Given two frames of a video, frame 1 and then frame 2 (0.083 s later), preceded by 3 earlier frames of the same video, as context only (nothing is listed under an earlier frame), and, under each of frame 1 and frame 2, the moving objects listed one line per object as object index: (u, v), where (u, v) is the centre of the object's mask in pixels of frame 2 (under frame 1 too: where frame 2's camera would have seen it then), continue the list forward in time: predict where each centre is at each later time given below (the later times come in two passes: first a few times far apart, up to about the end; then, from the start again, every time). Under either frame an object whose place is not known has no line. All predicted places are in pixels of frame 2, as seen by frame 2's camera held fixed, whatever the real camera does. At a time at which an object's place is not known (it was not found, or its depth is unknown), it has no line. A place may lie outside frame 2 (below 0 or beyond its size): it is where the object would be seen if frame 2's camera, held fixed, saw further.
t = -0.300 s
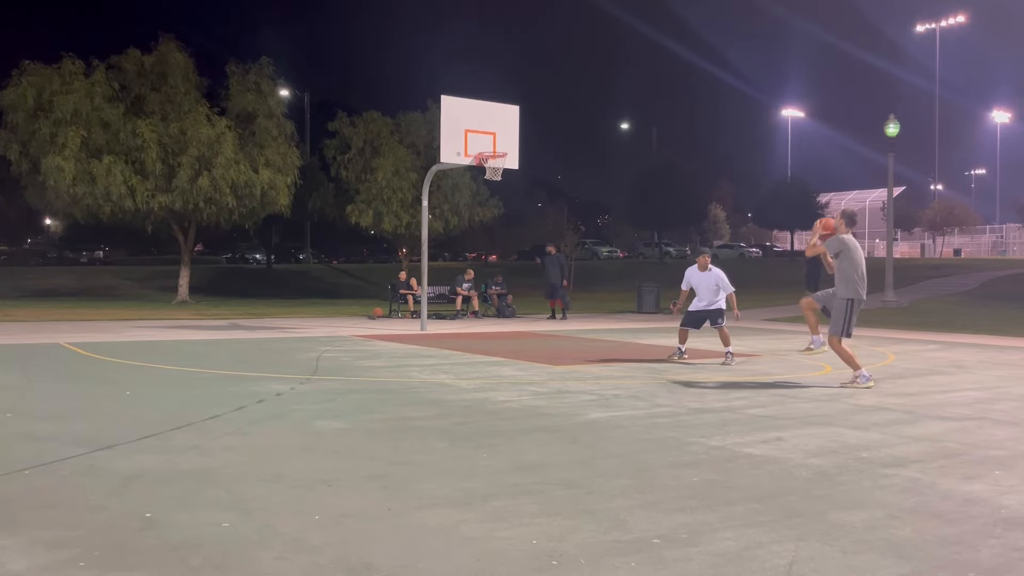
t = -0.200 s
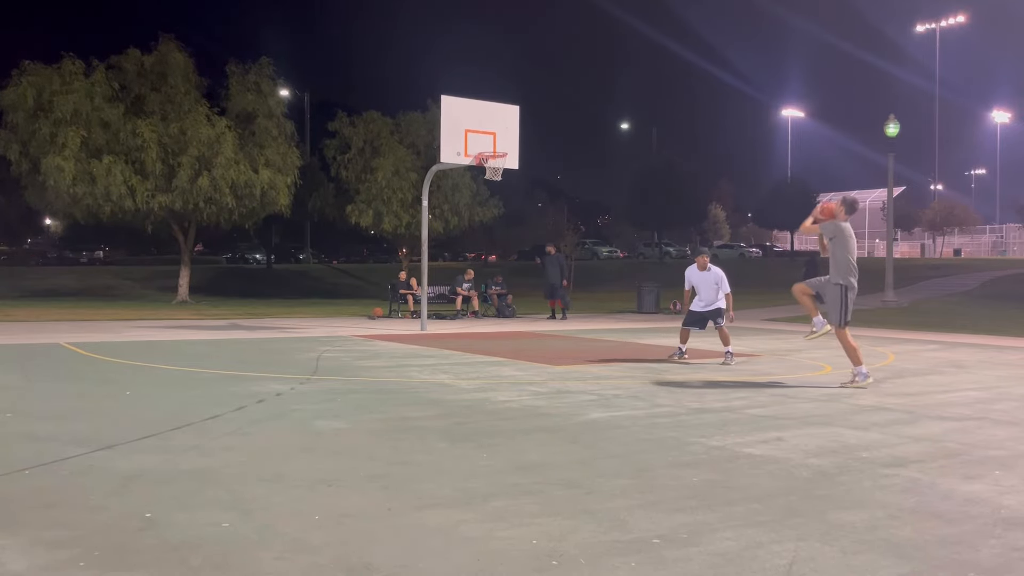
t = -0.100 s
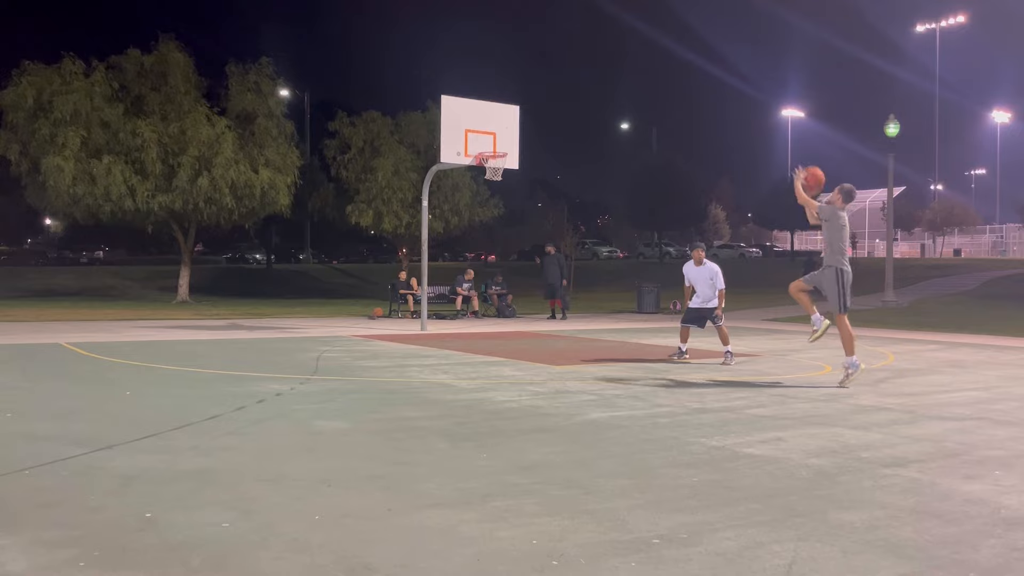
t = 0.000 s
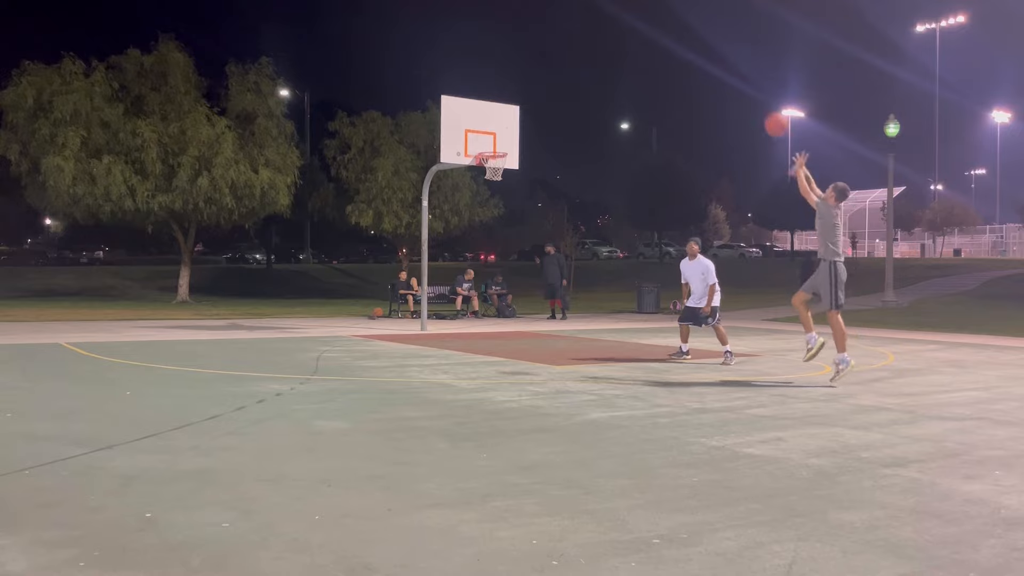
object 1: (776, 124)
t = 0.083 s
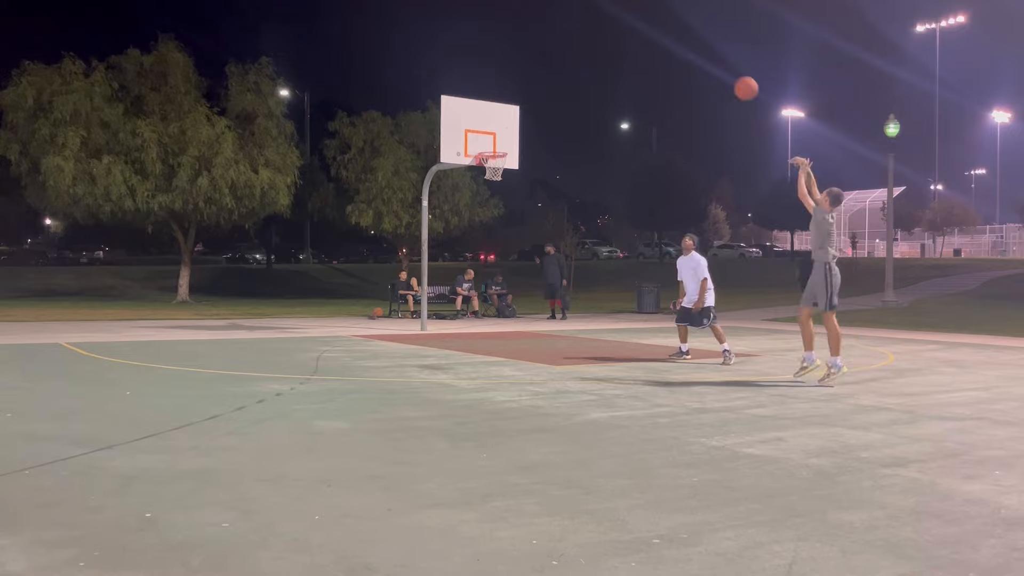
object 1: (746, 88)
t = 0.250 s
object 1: (691, 41)
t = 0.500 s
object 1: (623, 20)
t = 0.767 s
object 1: (565, 48)
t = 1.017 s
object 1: (520, 110)
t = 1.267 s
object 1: (493, 140)
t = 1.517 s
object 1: (500, 140)
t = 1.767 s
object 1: (508, 146)
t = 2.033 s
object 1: (526, 153)
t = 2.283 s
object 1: (545, 199)
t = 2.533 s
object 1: (564, 286)
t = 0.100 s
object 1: (740, 82)
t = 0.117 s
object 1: (734, 77)
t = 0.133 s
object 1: (729, 71)
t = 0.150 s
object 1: (723, 66)
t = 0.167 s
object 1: (718, 61)
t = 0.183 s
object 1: (712, 56)
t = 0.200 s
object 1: (707, 52)
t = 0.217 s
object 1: (702, 48)
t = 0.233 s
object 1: (697, 45)
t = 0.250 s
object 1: (691, 41)
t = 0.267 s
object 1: (687, 38)
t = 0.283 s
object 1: (681, 35)
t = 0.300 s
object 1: (677, 33)
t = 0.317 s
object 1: (672, 30)
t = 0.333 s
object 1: (667, 28)
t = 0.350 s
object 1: (662, 27)
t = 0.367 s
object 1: (658, 25)
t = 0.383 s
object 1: (653, 23)
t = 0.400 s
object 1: (649, 22)
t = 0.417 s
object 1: (644, 21)
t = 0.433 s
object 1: (640, 21)
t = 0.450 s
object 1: (636, 20)
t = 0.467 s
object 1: (631, 20)
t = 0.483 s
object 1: (627, 20)
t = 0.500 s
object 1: (623, 20)
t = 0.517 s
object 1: (619, 20)
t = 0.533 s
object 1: (615, 21)
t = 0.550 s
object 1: (611, 22)
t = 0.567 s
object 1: (608, 23)
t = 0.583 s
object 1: (604, 24)
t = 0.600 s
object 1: (600, 25)
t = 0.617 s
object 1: (596, 27)
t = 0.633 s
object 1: (593, 28)
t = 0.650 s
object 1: (589, 30)
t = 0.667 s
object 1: (585, 32)
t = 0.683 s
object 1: (582, 35)
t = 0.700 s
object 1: (579, 37)
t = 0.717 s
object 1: (575, 39)
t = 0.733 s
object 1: (572, 42)
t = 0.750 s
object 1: (568, 45)
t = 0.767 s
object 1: (565, 48)
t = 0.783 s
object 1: (562, 51)
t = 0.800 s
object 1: (559, 55)
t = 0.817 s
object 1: (556, 58)
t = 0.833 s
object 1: (552, 62)
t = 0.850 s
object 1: (549, 65)
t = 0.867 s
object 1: (546, 69)
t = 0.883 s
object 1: (543, 73)
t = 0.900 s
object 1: (540, 78)
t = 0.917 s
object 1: (537, 82)
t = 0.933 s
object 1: (534, 86)
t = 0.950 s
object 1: (531, 91)
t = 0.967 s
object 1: (528, 96)
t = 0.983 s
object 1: (525, 100)
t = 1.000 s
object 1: (523, 105)
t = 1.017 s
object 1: (520, 110)
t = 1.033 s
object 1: (518, 115)
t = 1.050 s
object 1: (515, 120)
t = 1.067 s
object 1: (512, 126)
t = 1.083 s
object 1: (509, 131)
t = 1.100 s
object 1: (506, 136)
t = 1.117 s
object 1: (504, 142)
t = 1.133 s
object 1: (502, 147)
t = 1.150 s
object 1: (501, 146)
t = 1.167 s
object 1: (500, 145)
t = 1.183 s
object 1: (499, 143)
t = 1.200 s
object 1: (498, 142)
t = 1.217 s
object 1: (497, 141)
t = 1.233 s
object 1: (496, 141)
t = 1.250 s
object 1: (494, 140)
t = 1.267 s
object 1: (493, 140)
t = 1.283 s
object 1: (492, 140)
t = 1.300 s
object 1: (491, 140)
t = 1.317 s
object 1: (490, 140)
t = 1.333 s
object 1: (489, 140)
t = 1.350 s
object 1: (489, 140)
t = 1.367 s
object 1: (489, 140)
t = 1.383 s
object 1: (490, 139)
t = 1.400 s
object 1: (492, 139)
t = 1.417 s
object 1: (493, 138)
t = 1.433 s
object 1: (494, 138)
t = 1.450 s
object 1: (495, 138)
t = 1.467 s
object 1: (497, 138)
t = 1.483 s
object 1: (498, 139)
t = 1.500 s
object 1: (499, 139)
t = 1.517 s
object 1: (500, 140)
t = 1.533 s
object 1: (501, 141)
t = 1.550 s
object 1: (503, 142)
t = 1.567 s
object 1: (504, 143)
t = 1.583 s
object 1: (505, 144)
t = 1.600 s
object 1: (505, 145)
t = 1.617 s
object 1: (506, 145)
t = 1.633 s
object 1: (506, 144)
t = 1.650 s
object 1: (506, 144)
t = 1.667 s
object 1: (507, 143)
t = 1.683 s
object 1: (507, 143)
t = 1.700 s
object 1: (507, 144)
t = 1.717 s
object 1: (507, 144)
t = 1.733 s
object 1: (508, 144)
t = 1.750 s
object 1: (508, 145)
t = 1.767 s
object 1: (508, 146)
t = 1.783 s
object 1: (508, 146)
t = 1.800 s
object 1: (510, 146)
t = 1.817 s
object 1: (511, 145)
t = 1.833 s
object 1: (512, 145)
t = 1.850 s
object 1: (513, 145)
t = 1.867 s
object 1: (515, 145)
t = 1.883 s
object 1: (516, 145)
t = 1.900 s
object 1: (517, 145)
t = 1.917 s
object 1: (518, 145)
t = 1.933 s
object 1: (520, 146)
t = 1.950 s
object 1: (521, 147)
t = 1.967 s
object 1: (522, 148)
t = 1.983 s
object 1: (523, 149)
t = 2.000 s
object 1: (524, 150)
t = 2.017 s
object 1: (525, 152)
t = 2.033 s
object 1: (526, 153)
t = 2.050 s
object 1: (528, 155)
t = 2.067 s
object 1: (529, 157)
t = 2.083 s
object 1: (530, 159)
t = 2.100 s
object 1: (531, 162)
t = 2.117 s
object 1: (533, 164)
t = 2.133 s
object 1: (534, 167)
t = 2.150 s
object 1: (535, 170)
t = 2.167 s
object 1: (536, 173)
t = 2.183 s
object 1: (538, 176)
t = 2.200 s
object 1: (539, 179)
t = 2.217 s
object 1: (540, 183)
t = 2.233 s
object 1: (541, 187)
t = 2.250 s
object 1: (543, 191)
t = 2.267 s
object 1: (544, 195)
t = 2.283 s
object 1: (545, 199)
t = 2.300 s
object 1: (547, 204)
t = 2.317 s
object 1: (548, 208)
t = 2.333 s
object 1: (549, 213)
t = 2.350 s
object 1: (550, 218)
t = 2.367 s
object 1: (552, 223)
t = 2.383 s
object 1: (553, 229)
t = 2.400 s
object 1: (554, 235)
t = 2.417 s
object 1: (556, 240)
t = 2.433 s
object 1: (557, 246)
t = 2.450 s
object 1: (558, 252)
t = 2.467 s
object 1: (559, 258)
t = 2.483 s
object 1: (561, 265)
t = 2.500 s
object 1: (562, 272)
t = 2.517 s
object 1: (563, 279)
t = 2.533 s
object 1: (564, 286)
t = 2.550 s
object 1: (566, 292)
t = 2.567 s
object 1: (567, 300)
